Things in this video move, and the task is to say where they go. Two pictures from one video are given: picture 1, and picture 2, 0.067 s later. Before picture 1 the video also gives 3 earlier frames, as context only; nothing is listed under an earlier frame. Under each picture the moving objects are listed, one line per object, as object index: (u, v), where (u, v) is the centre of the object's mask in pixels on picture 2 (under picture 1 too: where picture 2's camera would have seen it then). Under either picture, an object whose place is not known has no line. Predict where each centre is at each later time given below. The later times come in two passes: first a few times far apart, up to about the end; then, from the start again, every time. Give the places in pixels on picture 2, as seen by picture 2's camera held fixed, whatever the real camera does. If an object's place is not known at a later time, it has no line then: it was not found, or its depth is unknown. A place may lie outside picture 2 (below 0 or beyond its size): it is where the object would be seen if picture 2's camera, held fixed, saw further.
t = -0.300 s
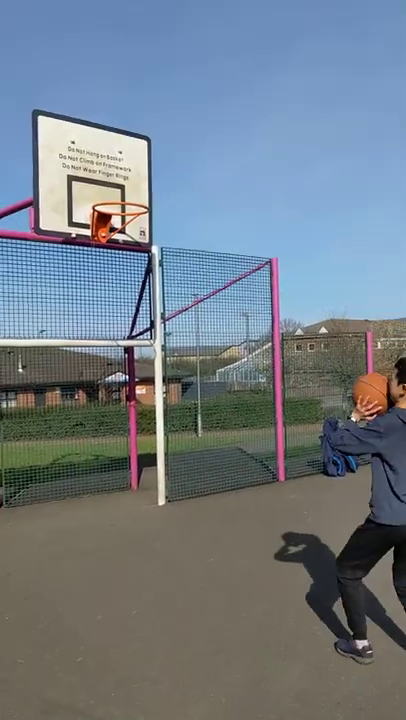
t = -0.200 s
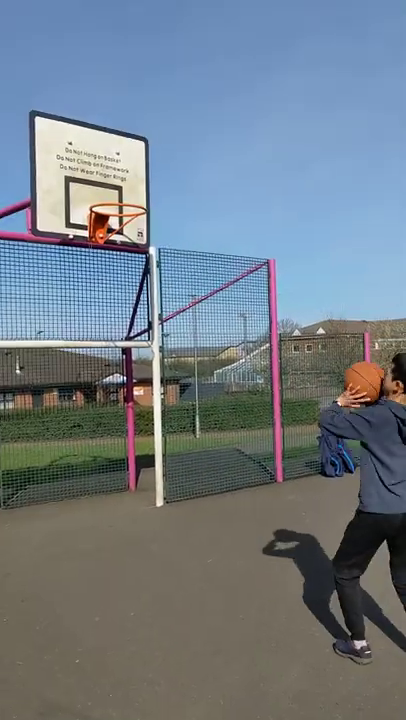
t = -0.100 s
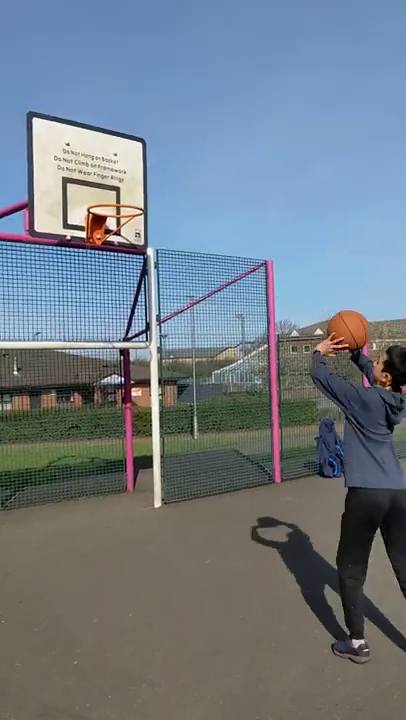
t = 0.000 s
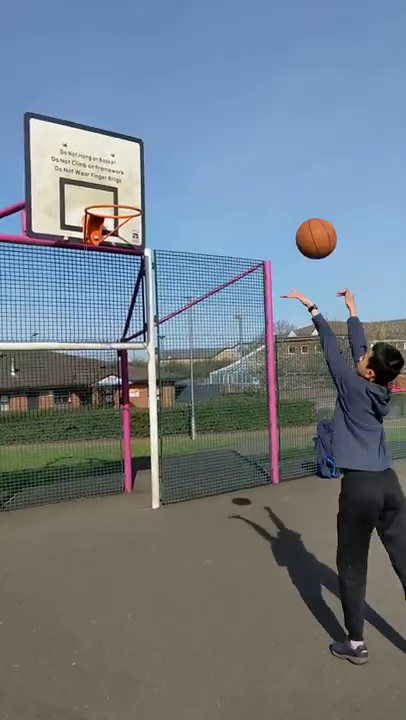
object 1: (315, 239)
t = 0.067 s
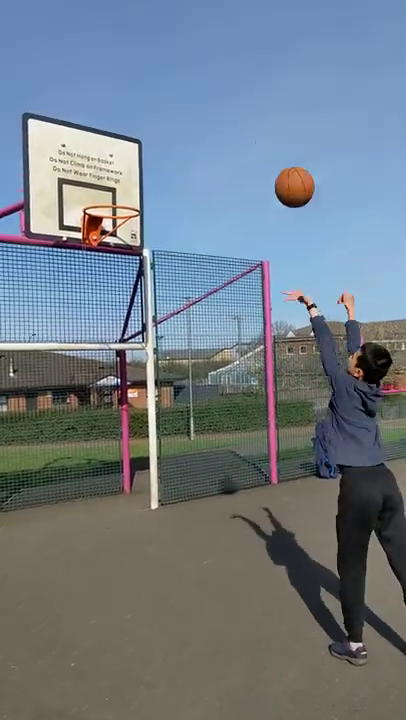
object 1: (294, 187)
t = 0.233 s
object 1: (250, 100)
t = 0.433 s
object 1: (207, 62)
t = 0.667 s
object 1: (168, 90)
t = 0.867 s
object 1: (143, 163)
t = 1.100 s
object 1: (177, 222)
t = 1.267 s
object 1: (230, 281)
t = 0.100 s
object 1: (285, 164)
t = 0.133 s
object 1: (276, 145)
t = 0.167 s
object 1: (267, 128)
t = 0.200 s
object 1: (258, 113)
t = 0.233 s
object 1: (250, 100)
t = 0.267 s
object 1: (242, 89)
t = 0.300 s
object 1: (235, 81)
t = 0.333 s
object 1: (227, 73)
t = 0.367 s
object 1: (220, 67)
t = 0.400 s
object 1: (214, 64)
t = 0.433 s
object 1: (207, 62)
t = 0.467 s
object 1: (201, 62)
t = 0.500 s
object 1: (195, 63)
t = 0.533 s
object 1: (189, 65)
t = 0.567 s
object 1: (184, 69)
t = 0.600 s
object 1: (178, 75)
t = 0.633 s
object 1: (173, 81)
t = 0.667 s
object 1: (168, 90)
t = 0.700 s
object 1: (164, 99)
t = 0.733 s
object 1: (159, 109)
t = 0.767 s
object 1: (155, 121)
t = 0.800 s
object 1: (151, 134)
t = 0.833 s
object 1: (147, 148)
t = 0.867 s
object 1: (143, 163)
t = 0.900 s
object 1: (139, 179)
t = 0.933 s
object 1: (136, 195)
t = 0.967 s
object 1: (140, 202)
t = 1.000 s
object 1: (149, 205)
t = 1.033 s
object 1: (158, 209)
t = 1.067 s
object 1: (168, 215)
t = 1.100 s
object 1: (177, 222)
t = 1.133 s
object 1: (187, 230)
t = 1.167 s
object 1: (197, 240)
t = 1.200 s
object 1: (208, 252)
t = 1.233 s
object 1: (218, 266)
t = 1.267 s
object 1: (230, 281)
